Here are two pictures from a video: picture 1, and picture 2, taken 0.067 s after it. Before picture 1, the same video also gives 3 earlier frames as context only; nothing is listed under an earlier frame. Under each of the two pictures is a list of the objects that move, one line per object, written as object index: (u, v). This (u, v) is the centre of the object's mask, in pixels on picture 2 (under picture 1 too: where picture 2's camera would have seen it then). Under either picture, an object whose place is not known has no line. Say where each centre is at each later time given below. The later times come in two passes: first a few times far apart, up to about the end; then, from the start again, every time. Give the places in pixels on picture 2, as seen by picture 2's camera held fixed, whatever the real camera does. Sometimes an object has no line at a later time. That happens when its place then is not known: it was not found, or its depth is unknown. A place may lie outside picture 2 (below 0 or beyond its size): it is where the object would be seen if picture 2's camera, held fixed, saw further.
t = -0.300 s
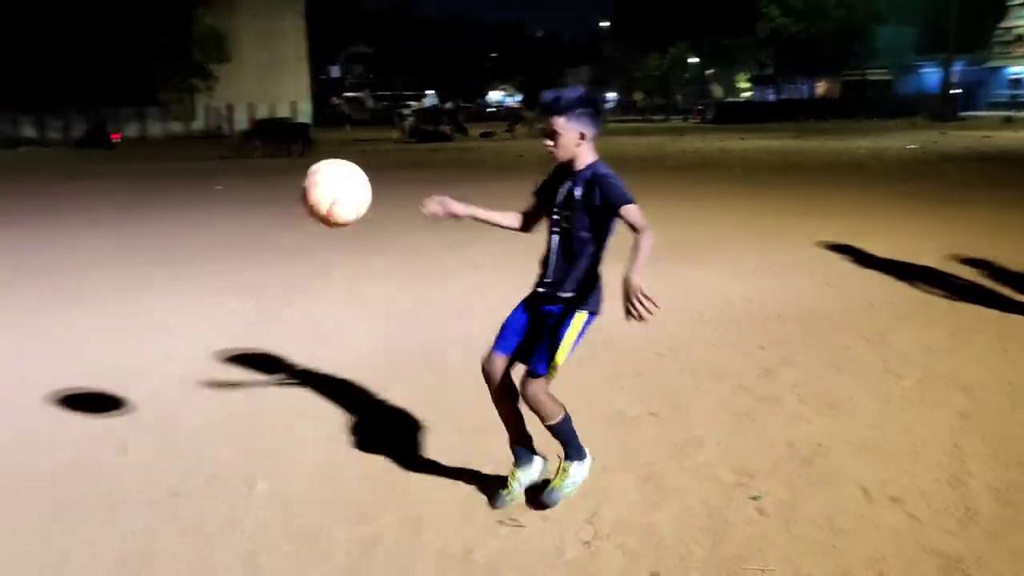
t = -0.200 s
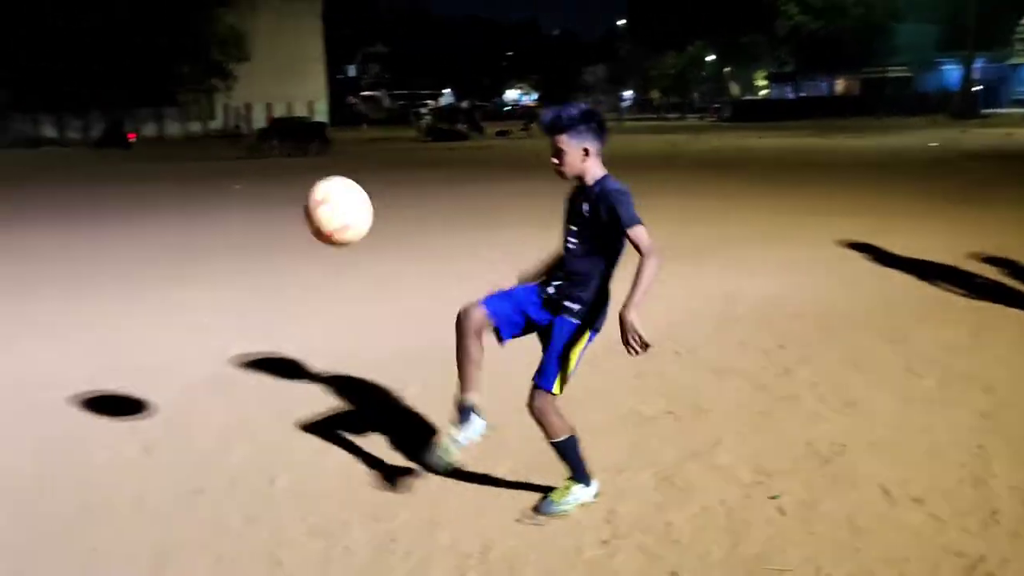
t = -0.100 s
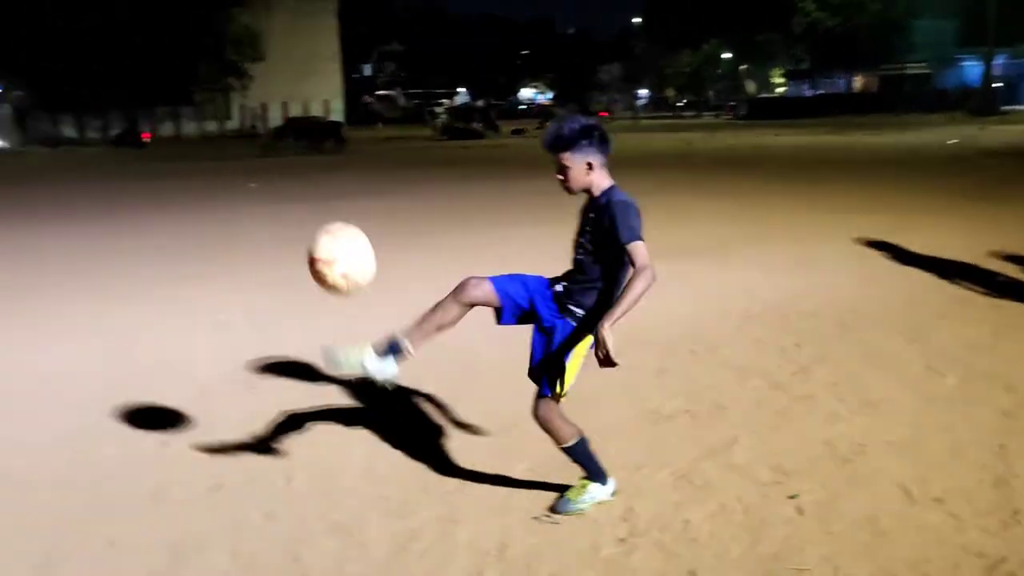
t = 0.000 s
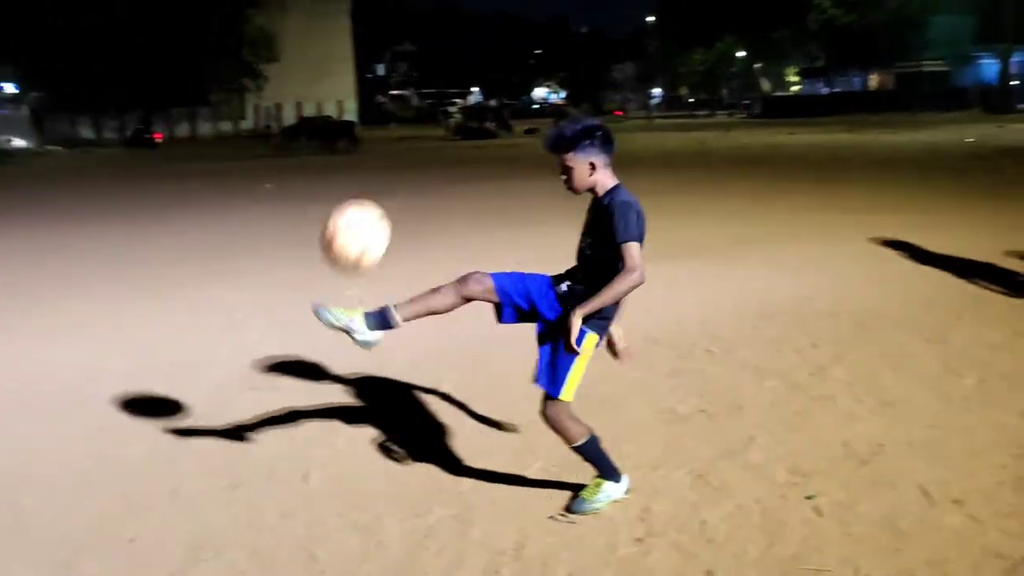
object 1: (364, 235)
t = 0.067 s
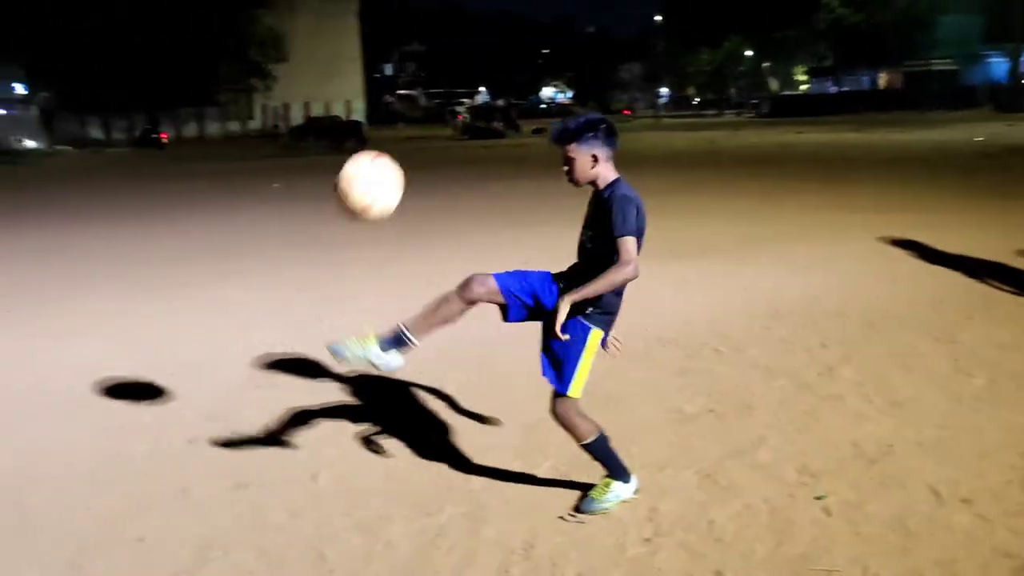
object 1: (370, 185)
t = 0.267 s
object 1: (387, 110)
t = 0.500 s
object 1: (419, 168)
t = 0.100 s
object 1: (373, 164)
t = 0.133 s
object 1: (375, 148)
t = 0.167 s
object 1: (377, 134)
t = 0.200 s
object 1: (381, 123)
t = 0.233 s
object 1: (384, 114)
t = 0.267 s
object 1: (387, 110)
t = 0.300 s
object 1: (391, 108)
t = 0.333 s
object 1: (395, 110)
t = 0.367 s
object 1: (399, 115)
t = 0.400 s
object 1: (403, 123)
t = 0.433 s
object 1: (408, 135)
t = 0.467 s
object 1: (414, 149)
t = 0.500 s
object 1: (419, 168)
